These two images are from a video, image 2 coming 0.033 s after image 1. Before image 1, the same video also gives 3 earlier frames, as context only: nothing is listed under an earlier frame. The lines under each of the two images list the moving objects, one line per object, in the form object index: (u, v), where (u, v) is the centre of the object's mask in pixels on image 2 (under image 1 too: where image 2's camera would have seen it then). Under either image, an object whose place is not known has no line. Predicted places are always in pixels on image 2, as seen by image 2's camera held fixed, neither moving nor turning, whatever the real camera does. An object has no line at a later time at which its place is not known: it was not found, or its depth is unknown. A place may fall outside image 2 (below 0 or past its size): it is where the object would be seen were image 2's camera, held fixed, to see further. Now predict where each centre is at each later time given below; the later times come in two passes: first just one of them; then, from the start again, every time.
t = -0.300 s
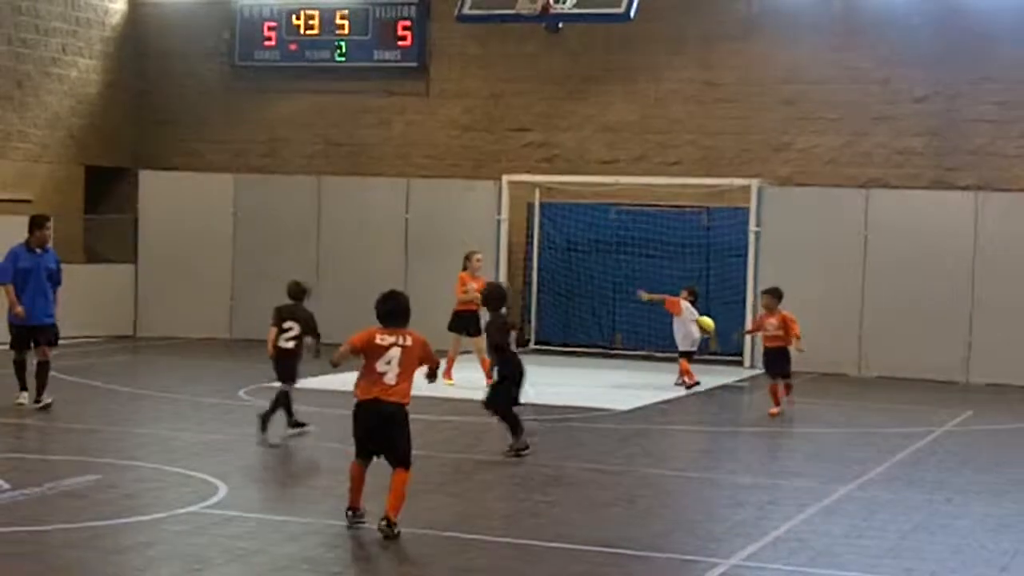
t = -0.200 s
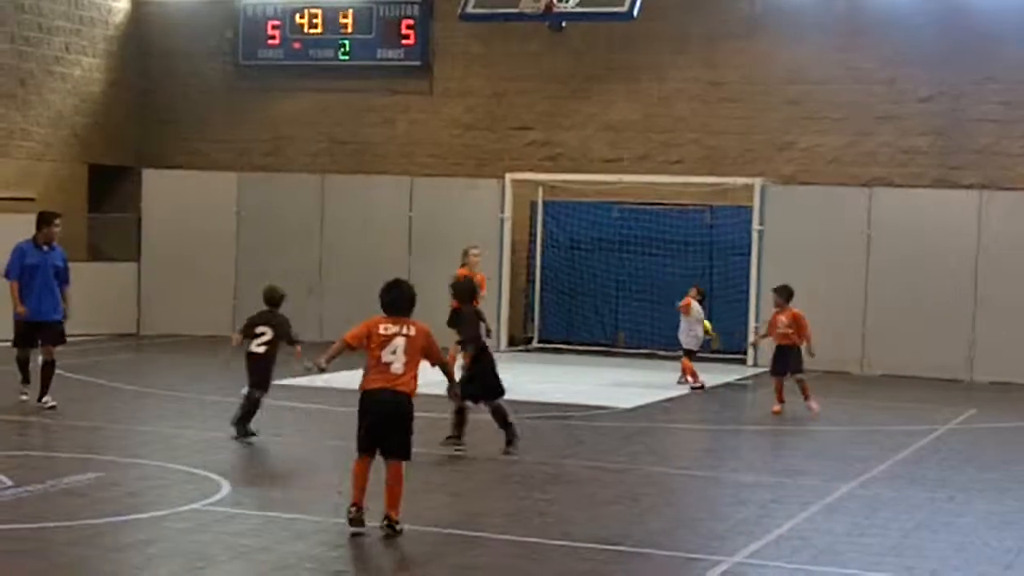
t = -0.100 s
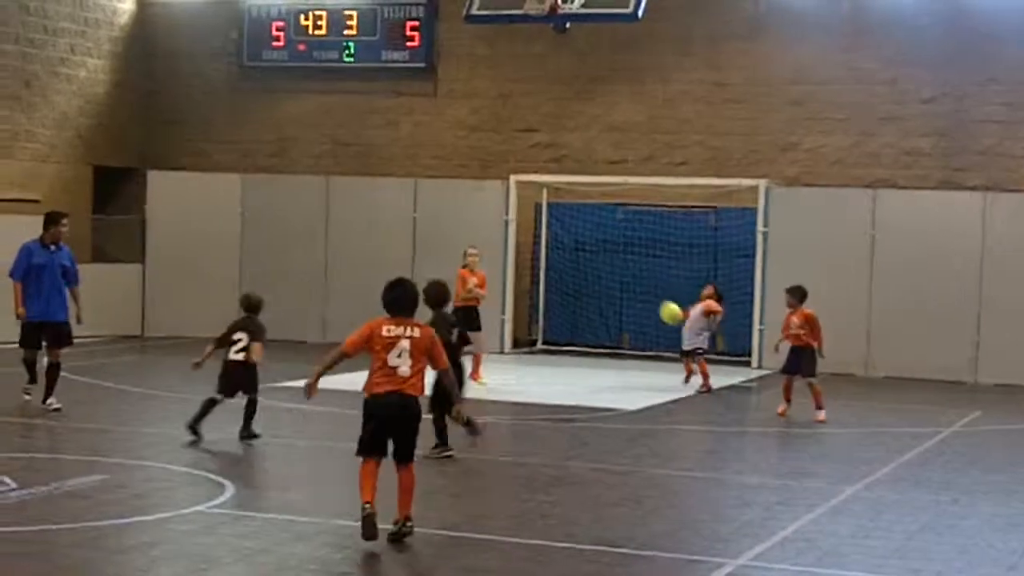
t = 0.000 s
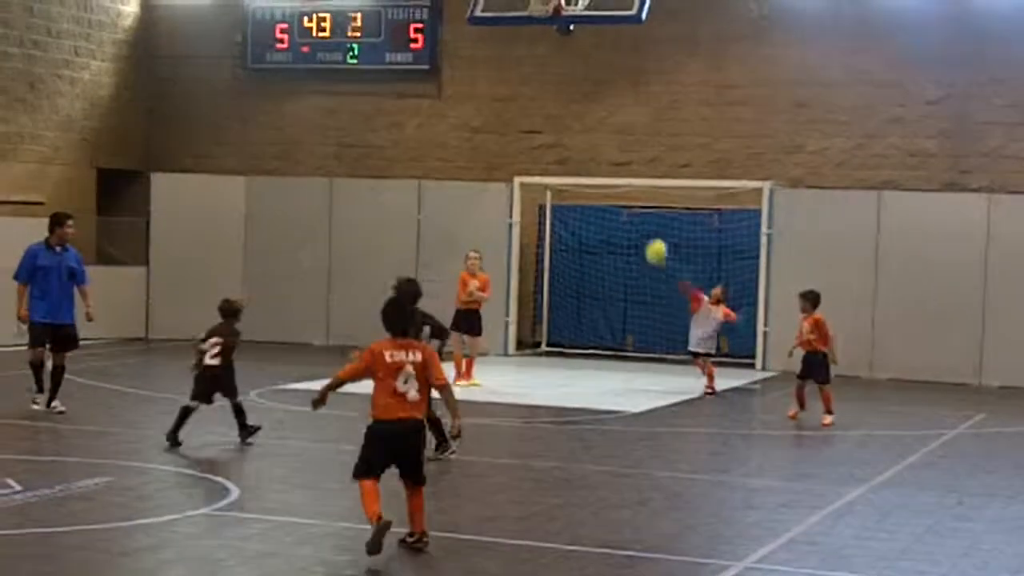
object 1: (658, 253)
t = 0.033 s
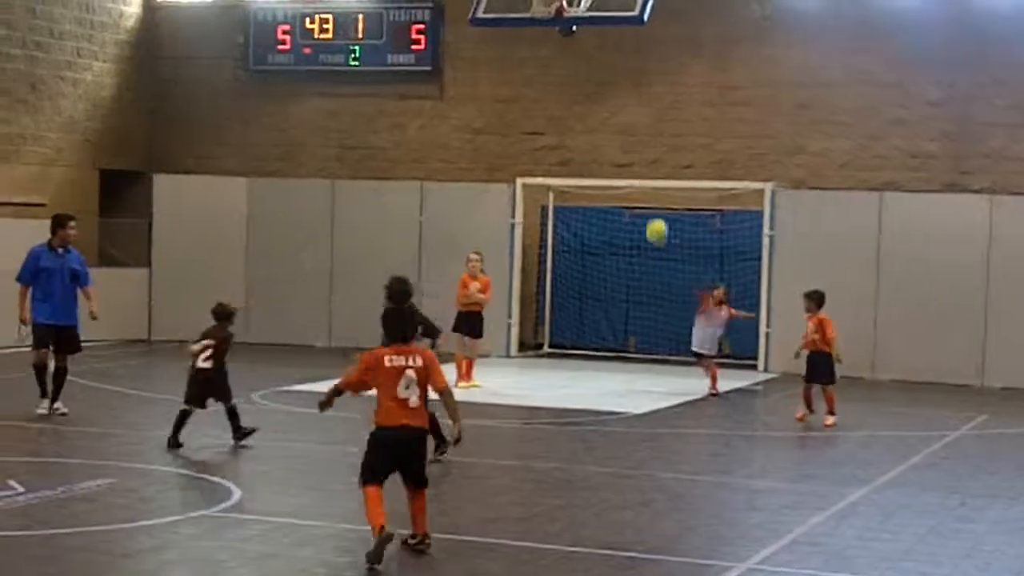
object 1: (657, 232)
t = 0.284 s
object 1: (633, 86)
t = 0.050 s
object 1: (655, 222)
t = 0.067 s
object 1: (654, 210)
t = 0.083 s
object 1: (653, 199)
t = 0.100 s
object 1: (652, 188)
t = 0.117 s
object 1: (650, 178)
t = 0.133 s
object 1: (649, 168)
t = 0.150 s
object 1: (648, 157)
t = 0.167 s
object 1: (647, 147)
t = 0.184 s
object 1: (644, 138)
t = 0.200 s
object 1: (643, 130)
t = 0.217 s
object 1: (641, 121)
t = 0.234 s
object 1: (639, 111)
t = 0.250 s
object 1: (637, 102)
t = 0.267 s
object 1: (636, 94)
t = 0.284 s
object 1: (633, 86)
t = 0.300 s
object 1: (632, 79)
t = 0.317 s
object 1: (629, 71)
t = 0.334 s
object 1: (627, 64)
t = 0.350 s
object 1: (626, 57)
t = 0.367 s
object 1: (623, 50)
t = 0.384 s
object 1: (620, 45)
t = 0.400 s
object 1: (618, 38)
